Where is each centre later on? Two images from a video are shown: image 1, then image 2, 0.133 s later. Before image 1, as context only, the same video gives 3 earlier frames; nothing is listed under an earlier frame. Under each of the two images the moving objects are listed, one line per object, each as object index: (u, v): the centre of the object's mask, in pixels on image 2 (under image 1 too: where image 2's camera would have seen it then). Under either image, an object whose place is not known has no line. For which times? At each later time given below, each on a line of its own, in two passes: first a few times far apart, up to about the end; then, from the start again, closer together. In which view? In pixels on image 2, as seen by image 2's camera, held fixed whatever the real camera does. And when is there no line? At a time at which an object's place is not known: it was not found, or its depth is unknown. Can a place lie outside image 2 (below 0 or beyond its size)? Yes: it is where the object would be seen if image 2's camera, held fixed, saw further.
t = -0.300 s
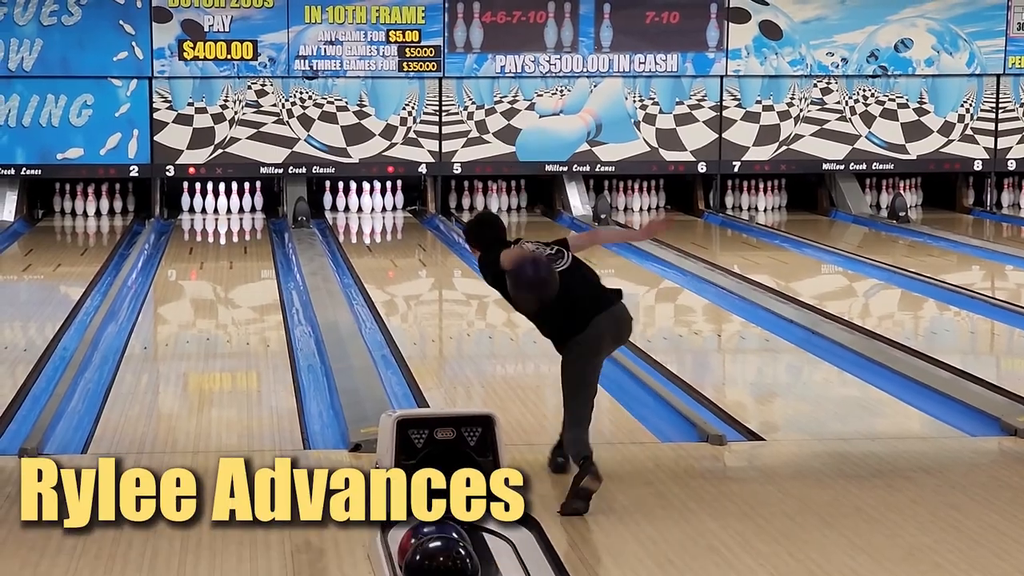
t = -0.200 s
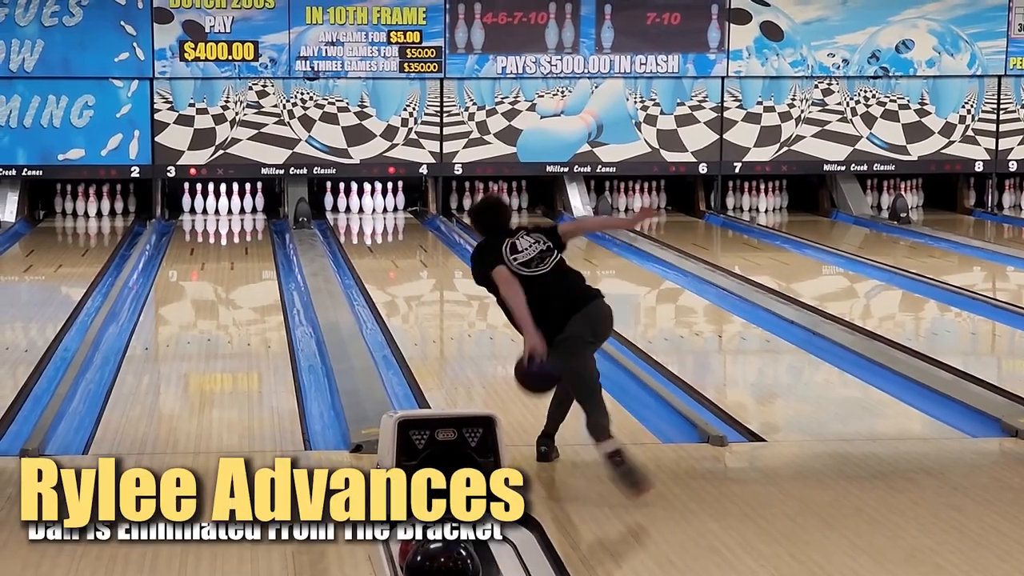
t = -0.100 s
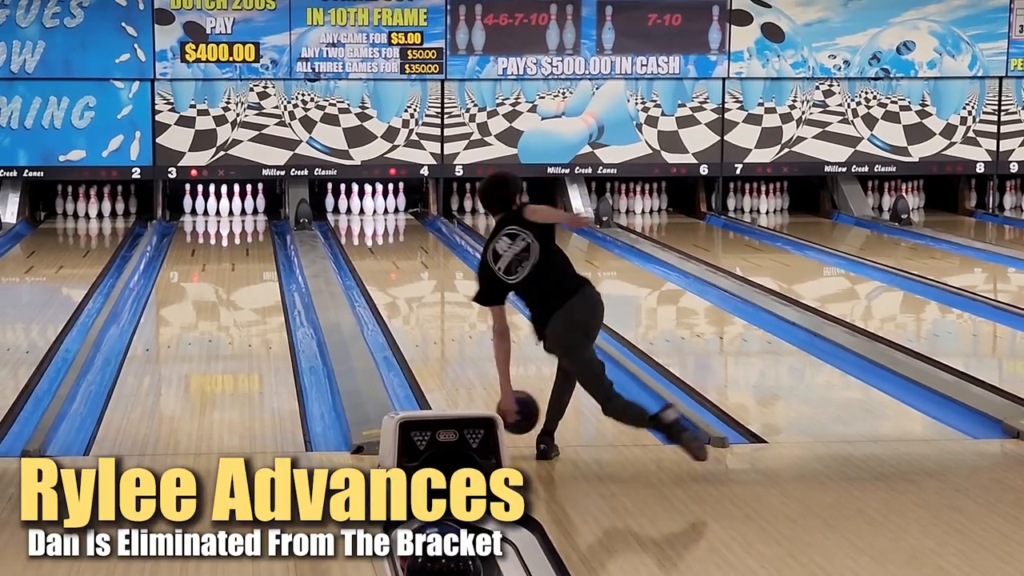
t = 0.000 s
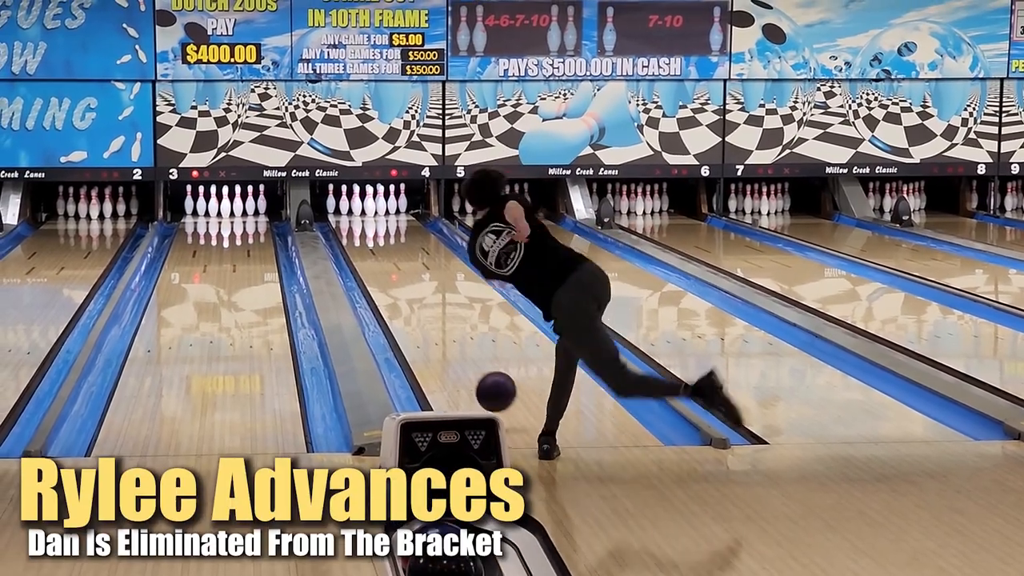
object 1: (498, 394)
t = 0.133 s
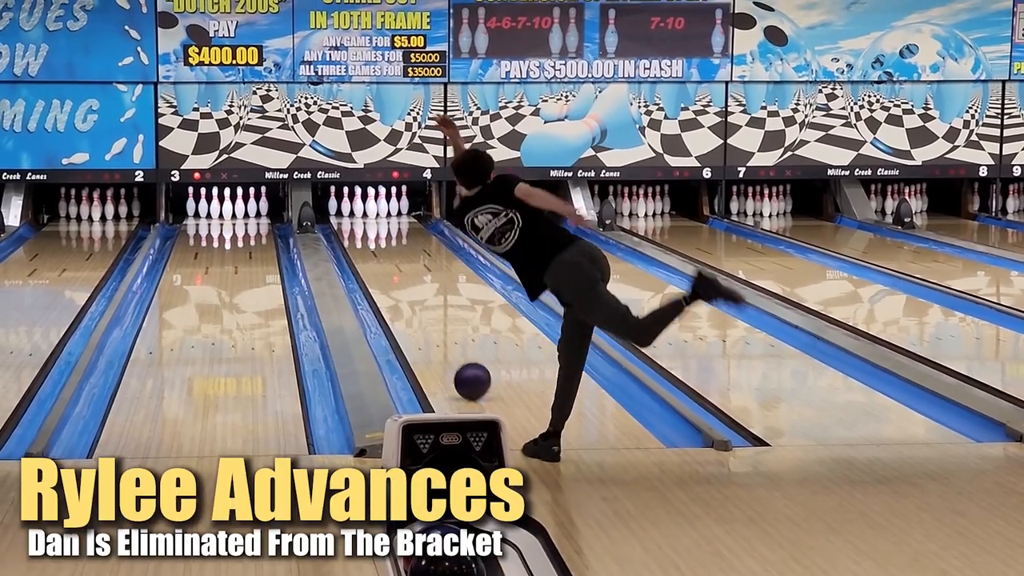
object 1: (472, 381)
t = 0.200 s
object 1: (461, 368)
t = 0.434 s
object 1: (430, 329)
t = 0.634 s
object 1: (410, 303)
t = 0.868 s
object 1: (393, 281)
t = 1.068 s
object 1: (383, 265)
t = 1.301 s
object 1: (376, 251)
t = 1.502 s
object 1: (375, 241)
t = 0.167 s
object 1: (466, 373)
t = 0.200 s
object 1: (461, 368)
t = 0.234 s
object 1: (456, 361)
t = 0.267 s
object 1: (451, 355)
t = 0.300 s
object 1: (447, 349)
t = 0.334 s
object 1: (443, 344)
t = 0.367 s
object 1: (438, 339)
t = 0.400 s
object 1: (434, 334)
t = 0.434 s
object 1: (430, 329)
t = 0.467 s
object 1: (427, 324)
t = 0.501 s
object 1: (423, 319)
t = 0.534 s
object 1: (420, 315)
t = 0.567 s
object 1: (416, 310)
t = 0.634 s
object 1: (410, 303)
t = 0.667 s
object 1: (408, 300)
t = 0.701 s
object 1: (405, 296)
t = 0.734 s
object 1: (403, 293)
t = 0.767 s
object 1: (400, 290)
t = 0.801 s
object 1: (398, 286)
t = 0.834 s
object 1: (396, 283)
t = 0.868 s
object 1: (393, 281)
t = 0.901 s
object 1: (392, 278)
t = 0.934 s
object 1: (390, 275)
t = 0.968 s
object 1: (388, 272)
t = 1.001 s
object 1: (386, 270)
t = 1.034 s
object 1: (385, 268)
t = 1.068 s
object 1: (383, 265)
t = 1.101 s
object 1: (381, 262)
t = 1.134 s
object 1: (380, 260)
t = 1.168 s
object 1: (378, 257)
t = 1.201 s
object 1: (377, 255)
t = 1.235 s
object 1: (377, 255)
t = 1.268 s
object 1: (377, 253)
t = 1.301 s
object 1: (376, 251)
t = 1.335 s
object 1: (375, 249)
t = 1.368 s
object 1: (374, 247)
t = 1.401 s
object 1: (374, 246)
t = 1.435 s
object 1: (374, 244)
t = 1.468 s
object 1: (374, 242)
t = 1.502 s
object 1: (375, 241)
